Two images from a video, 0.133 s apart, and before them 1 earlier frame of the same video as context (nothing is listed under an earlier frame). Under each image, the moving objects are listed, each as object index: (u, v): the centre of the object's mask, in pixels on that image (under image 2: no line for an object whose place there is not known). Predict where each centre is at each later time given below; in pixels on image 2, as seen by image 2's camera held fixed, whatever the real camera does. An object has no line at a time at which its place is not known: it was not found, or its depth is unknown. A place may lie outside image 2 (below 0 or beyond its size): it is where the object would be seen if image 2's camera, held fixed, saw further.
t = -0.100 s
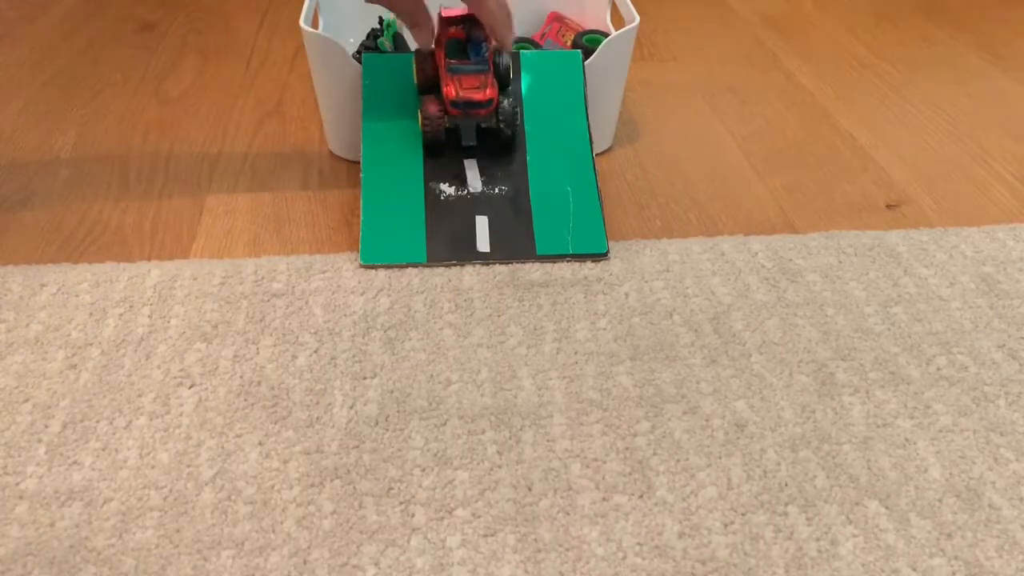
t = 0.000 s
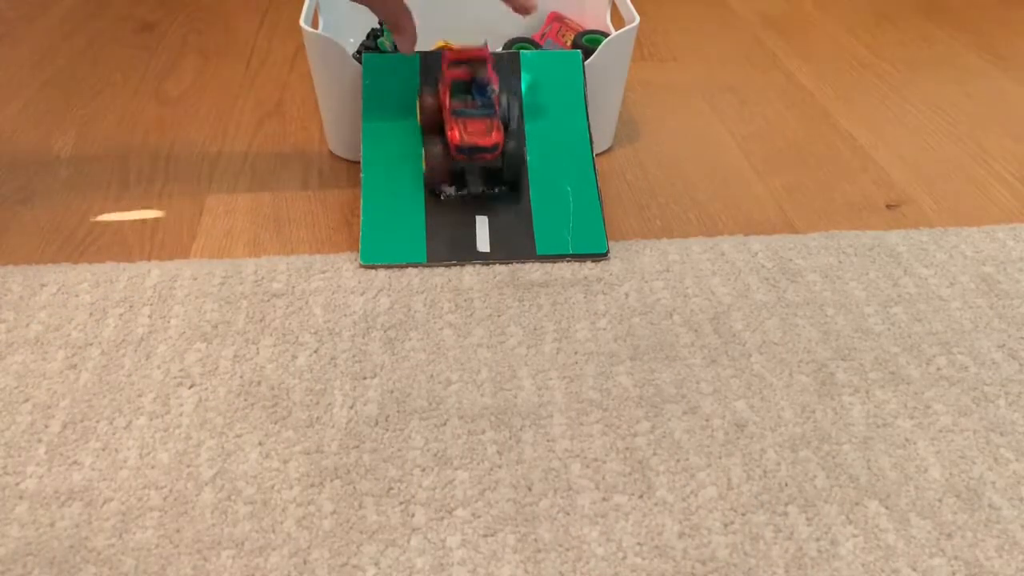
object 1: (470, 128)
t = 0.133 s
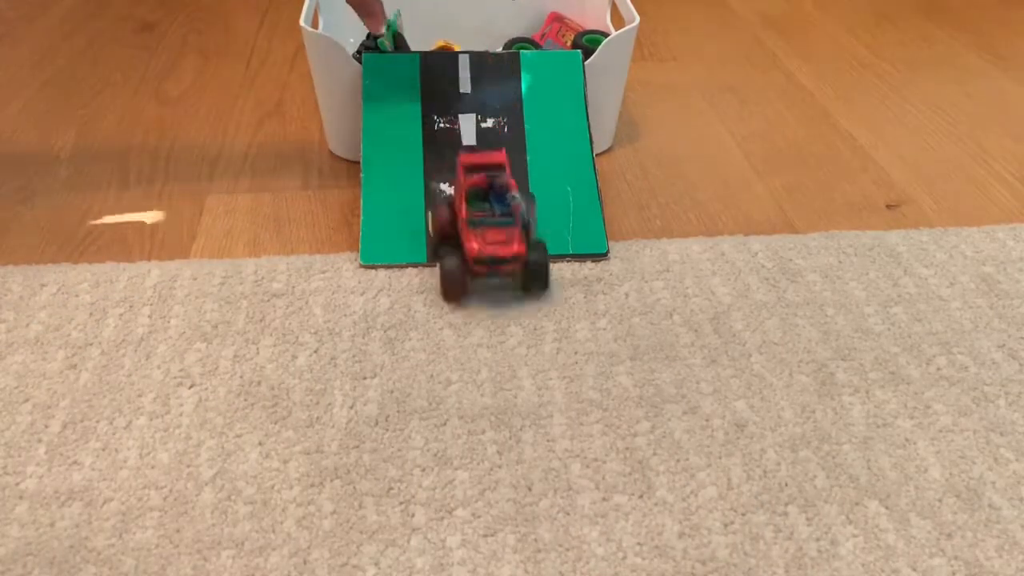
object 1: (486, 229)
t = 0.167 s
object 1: (495, 245)
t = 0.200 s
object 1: (507, 275)
